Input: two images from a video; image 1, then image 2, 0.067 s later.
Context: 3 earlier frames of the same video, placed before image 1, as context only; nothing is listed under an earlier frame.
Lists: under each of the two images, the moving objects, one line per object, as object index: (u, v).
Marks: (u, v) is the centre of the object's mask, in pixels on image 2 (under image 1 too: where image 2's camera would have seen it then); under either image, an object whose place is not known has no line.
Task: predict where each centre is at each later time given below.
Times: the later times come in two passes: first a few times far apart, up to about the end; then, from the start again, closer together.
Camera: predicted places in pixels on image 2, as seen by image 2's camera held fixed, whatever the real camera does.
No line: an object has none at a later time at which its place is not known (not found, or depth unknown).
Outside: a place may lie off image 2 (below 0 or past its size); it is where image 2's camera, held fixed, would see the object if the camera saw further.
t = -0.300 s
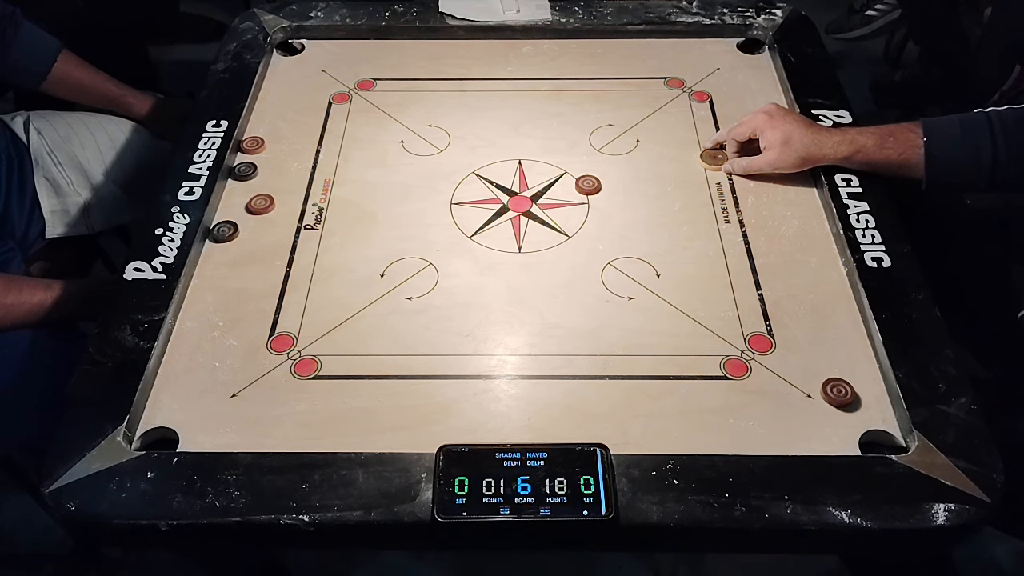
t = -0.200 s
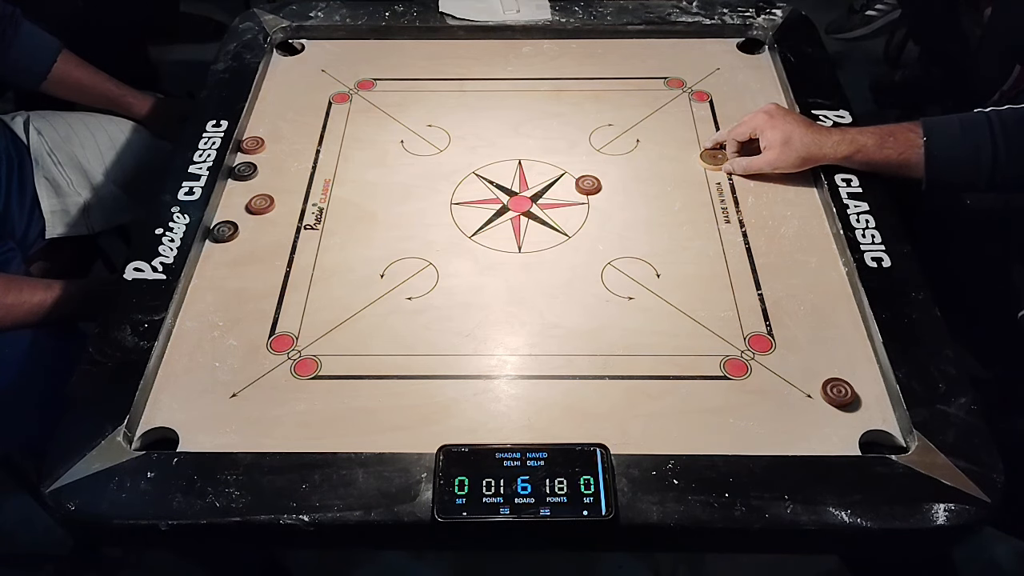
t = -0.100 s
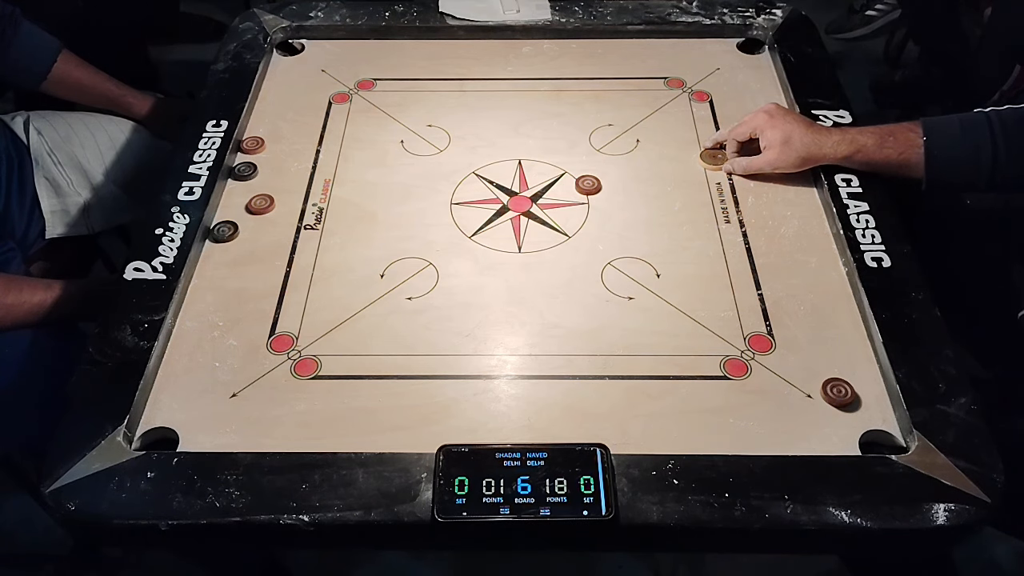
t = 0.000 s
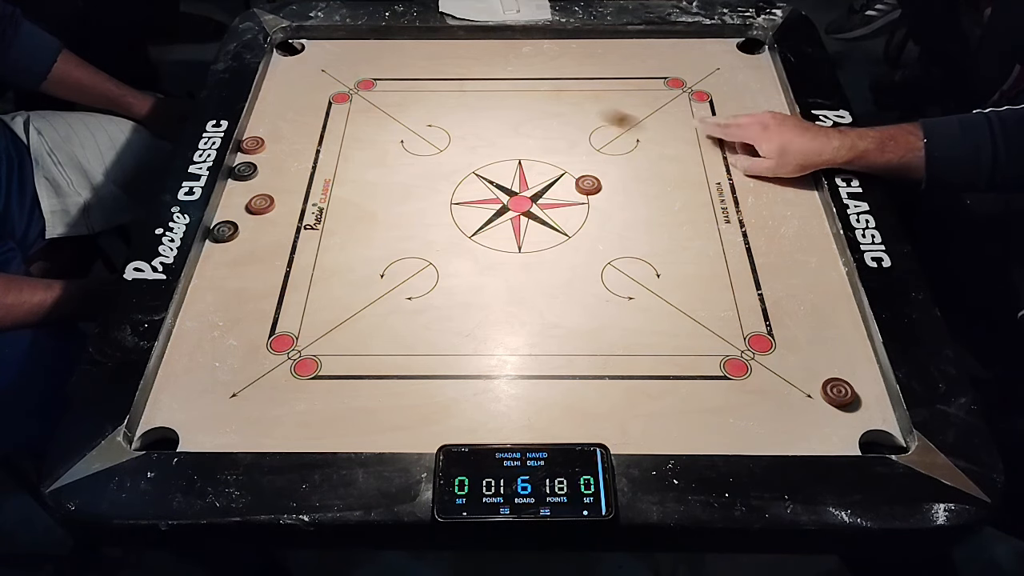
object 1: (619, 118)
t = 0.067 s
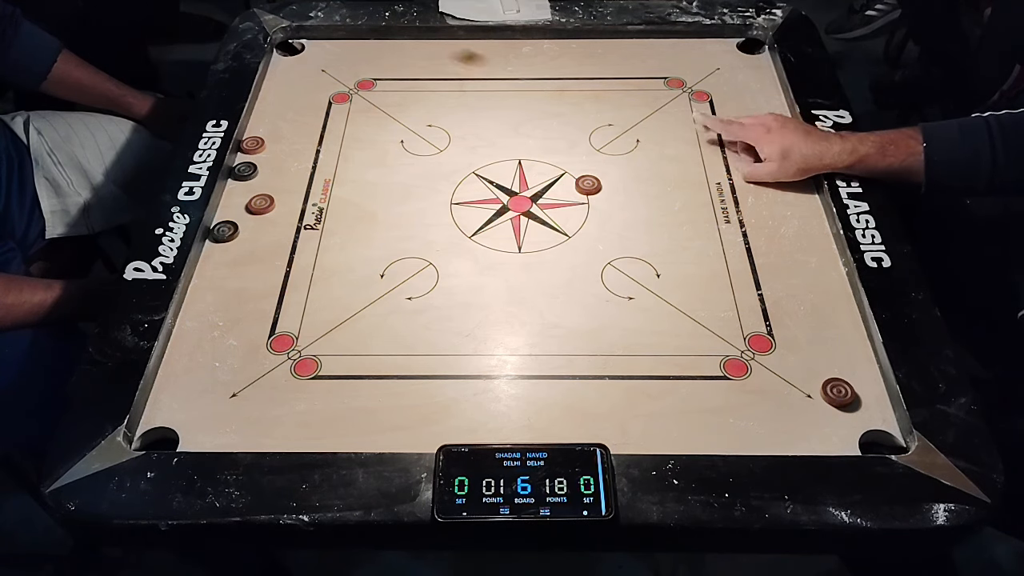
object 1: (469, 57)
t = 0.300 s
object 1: (523, 200)
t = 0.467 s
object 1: (812, 327)
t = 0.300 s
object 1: (523, 200)
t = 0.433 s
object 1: (811, 303)
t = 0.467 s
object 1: (812, 327)
